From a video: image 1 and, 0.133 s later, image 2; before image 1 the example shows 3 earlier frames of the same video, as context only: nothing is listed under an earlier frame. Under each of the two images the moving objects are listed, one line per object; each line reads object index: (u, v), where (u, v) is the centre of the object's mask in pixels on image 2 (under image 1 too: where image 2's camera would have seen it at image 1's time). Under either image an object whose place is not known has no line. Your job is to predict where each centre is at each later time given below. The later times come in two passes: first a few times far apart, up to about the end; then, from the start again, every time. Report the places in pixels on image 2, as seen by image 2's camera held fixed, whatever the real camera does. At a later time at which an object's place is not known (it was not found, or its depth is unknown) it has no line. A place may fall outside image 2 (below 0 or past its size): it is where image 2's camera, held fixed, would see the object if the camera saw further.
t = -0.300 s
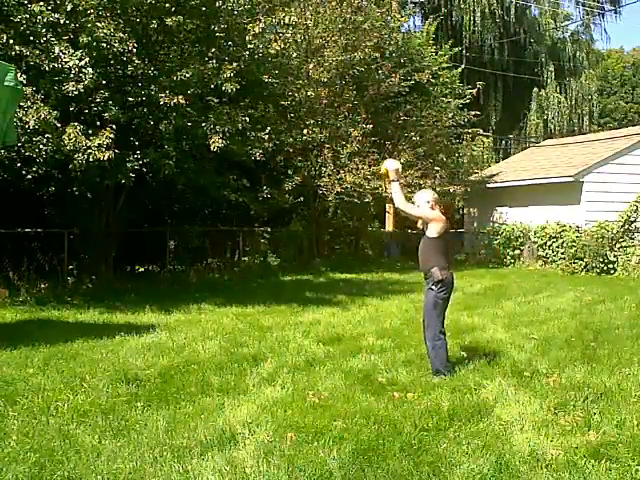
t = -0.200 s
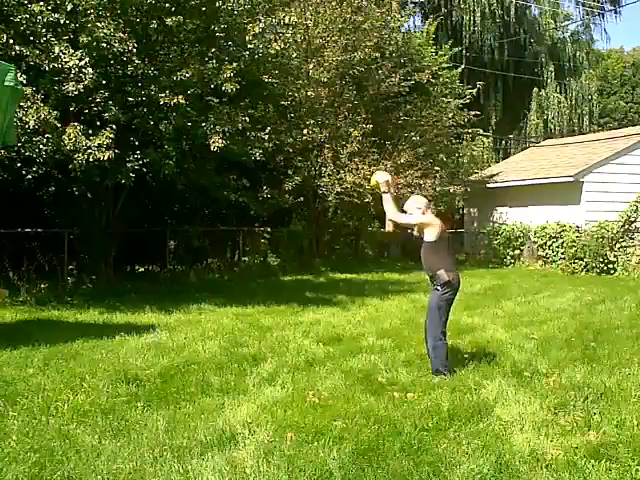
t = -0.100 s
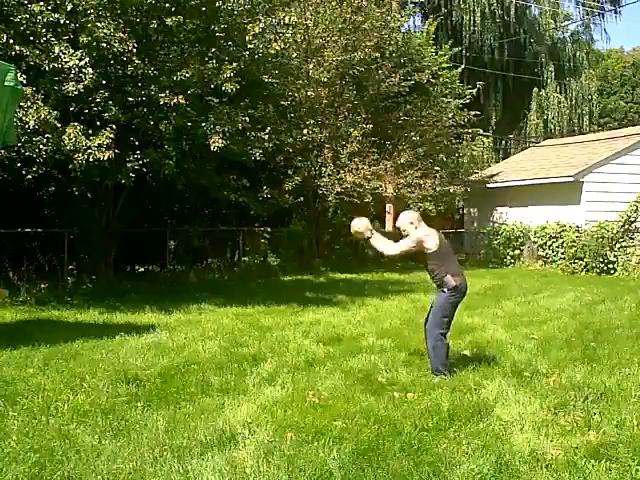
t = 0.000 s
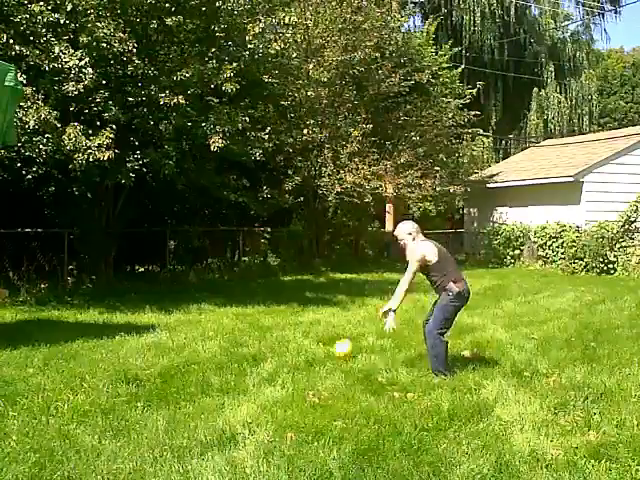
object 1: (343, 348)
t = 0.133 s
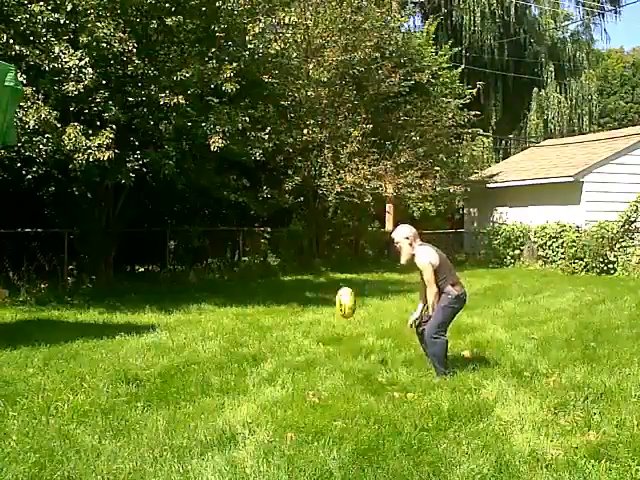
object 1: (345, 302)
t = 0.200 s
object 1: (348, 266)
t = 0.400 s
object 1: (357, 187)
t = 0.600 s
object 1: (366, 146)
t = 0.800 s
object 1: (375, 153)
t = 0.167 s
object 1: (347, 283)
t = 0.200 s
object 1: (348, 266)
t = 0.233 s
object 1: (350, 252)
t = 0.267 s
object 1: (352, 237)
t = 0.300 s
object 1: (353, 223)
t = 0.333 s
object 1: (354, 210)
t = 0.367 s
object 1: (356, 198)
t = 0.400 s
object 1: (357, 187)
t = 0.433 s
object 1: (358, 177)
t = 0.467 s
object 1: (359, 169)
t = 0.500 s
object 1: (362, 161)
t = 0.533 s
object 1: (363, 155)
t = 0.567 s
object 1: (364, 151)
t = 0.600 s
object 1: (366, 146)
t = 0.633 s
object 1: (368, 144)
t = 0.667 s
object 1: (369, 142)
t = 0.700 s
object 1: (371, 143)
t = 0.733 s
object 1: (372, 145)
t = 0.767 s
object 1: (373, 148)
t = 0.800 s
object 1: (375, 153)
